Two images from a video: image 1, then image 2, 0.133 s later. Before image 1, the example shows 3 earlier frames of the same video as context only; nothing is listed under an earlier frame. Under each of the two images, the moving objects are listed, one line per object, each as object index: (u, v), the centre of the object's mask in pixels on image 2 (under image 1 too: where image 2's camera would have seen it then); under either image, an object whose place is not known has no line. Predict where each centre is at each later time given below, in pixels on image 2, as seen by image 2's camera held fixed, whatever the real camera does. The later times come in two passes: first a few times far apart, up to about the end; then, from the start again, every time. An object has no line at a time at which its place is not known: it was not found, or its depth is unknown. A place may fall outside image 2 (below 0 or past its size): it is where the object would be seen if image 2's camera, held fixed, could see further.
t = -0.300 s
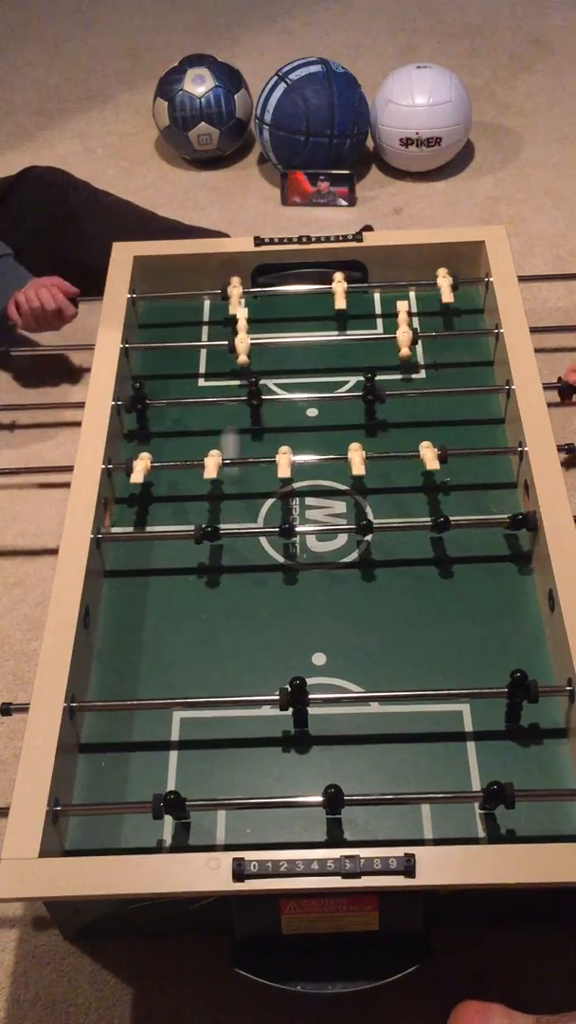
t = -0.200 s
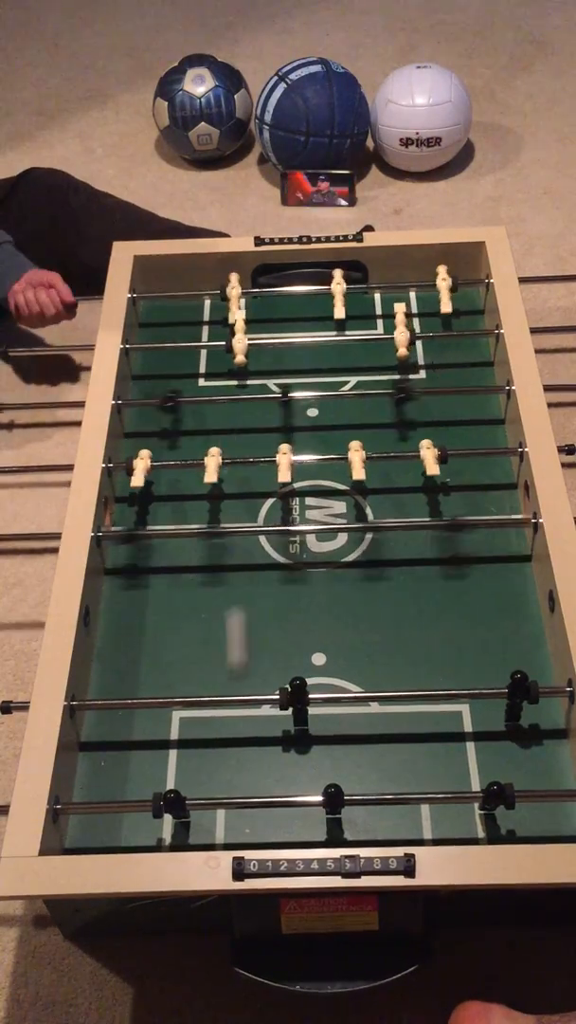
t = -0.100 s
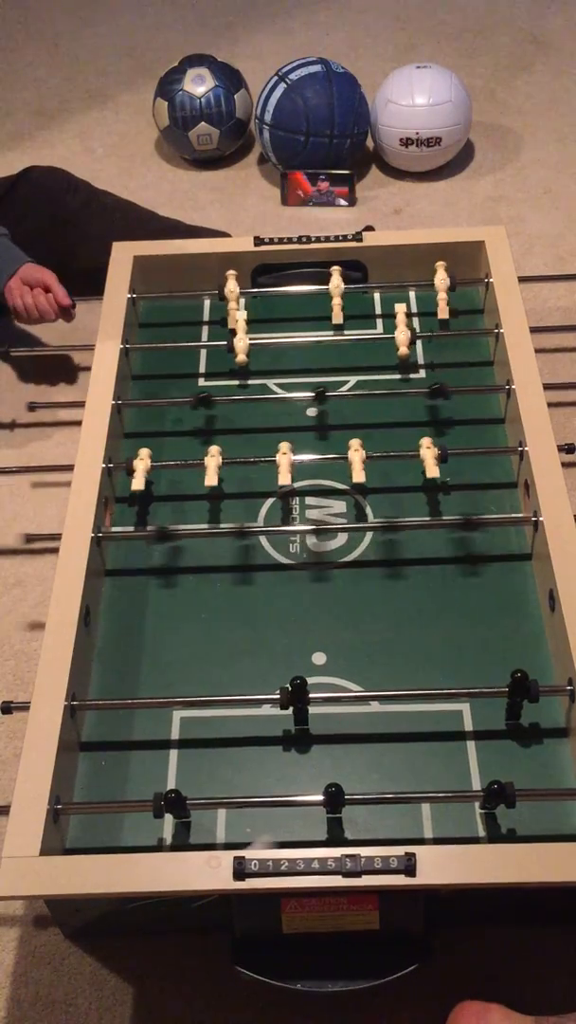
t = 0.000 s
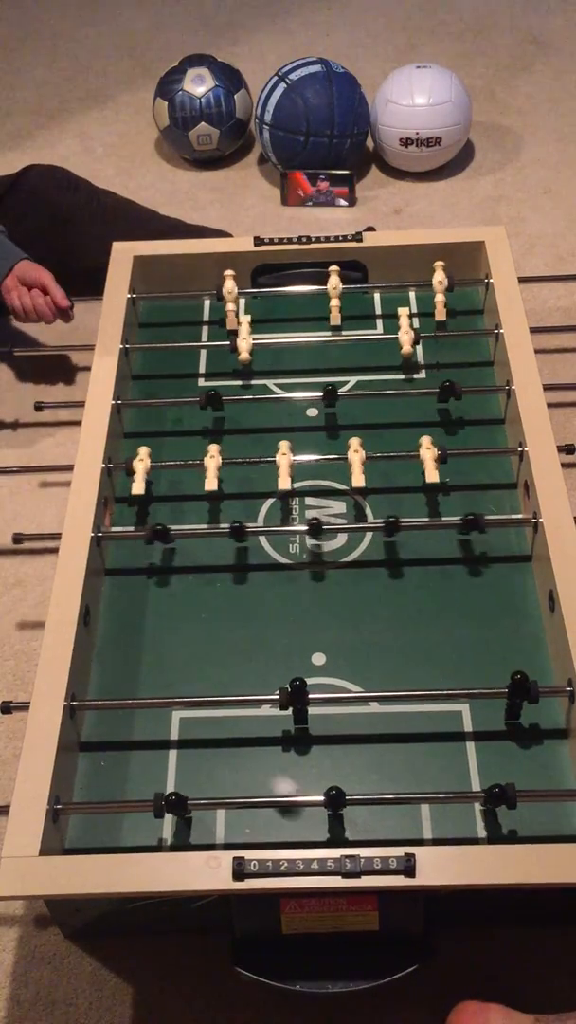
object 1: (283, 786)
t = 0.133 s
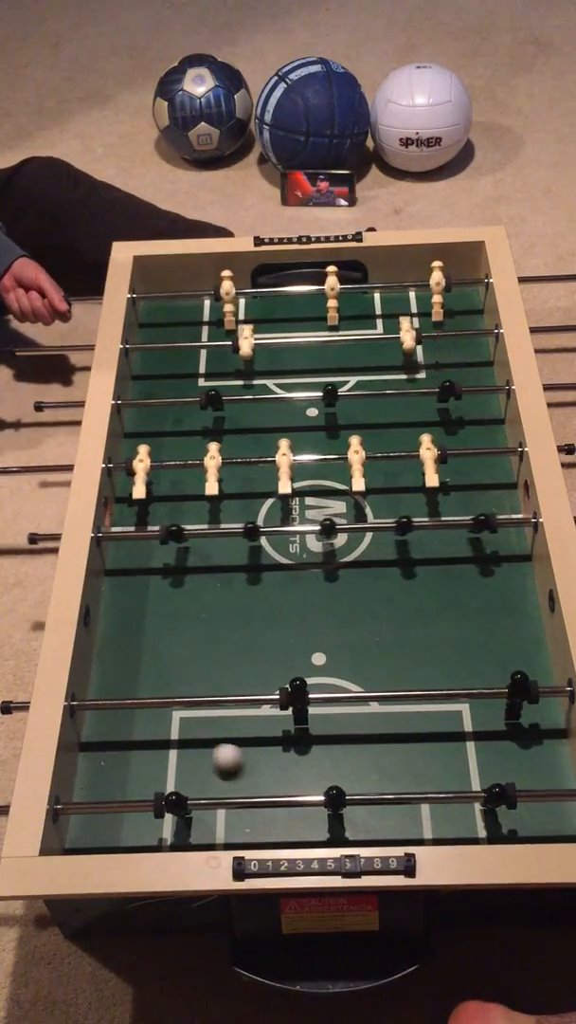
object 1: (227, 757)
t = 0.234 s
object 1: (190, 756)
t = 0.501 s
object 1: (92, 795)
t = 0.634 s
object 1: (93, 828)
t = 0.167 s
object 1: (213, 754)
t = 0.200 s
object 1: (201, 754)
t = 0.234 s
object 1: (190, 756)
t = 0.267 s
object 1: (176, 762)
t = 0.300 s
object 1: (163, 768)
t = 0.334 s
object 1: (152, 773)
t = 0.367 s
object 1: (140, 779)
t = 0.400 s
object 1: (128, 784)
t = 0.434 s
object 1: (116, 788)
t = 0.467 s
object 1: (105, 791)
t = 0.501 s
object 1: (92, 795)
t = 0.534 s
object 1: (83, 797)
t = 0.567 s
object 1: (86, 821)
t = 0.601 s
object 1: (89, 823)
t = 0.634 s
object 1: (93, 828)
